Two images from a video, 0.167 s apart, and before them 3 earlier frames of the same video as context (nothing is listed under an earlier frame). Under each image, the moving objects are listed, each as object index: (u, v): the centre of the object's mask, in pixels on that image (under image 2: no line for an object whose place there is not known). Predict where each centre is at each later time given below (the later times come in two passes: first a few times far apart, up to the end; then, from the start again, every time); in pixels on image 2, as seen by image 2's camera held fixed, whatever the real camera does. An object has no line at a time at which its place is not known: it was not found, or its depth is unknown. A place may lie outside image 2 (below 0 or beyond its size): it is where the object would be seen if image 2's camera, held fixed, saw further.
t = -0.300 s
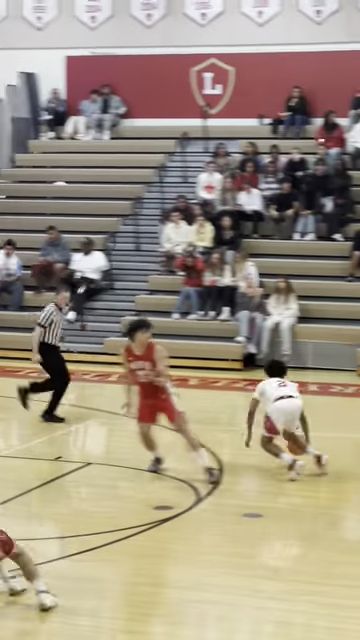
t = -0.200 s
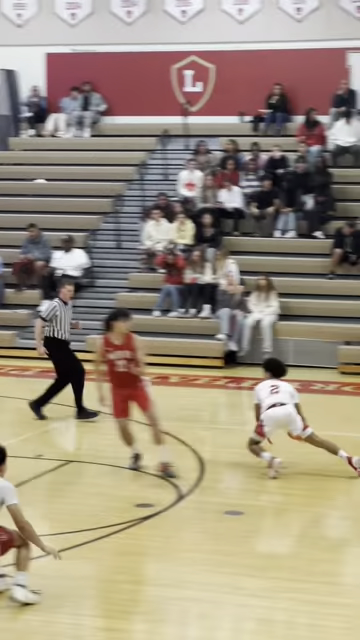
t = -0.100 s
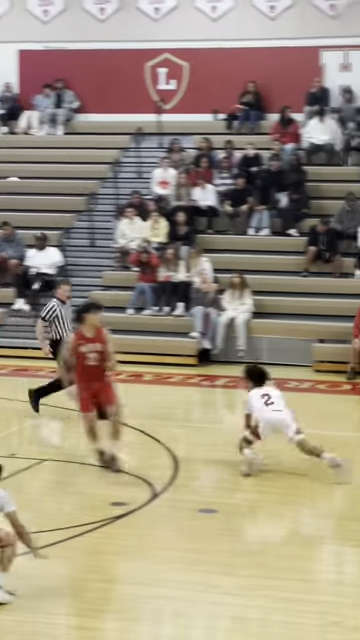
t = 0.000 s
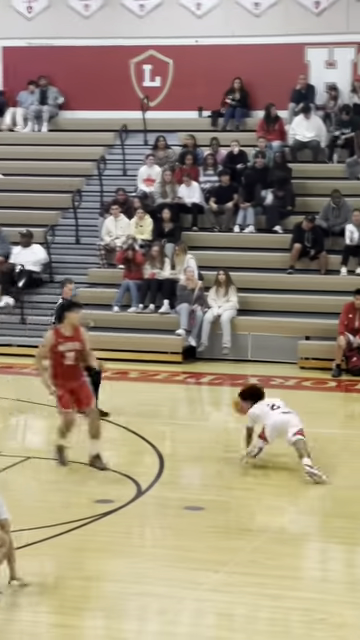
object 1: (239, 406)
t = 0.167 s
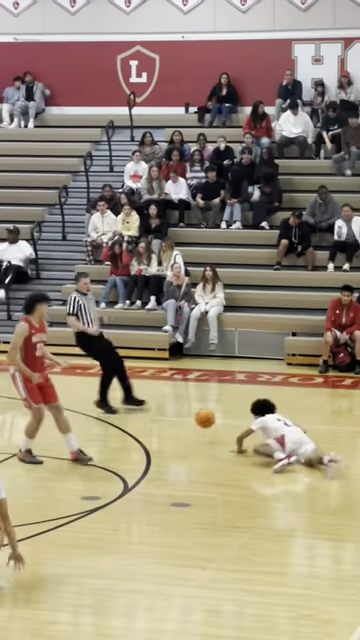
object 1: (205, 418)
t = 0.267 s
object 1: (191, 428)
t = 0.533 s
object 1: (168, 404)
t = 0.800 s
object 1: (145, 422)
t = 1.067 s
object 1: (123, 414)
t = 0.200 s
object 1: (199, 425)
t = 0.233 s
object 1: (194, 432)
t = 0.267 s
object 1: (191, 428)
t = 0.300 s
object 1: (188, 422)
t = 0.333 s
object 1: (186, 416)
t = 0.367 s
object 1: (183, 412)
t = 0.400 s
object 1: (180, 409)
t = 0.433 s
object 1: (177, 406)
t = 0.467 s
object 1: (174, 404)
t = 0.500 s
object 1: (171, 404)
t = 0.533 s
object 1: (168, 404)
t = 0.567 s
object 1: (166, 405)
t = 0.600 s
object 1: (162, 407)
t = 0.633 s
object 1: (159, 409)
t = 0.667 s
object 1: (156, 413)
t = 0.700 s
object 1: (153, 418)
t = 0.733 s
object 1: (150, 425)
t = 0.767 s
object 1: (147, 427)
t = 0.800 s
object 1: (145, 422)
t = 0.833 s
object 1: (142, 418)
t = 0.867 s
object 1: (139, 416)
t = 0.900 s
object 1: (136, 413)
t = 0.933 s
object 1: (134, 412)
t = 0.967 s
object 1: (132, 410)
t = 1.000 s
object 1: (129, 411)
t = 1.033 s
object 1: (126, 412)
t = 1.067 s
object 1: (123, 414)
